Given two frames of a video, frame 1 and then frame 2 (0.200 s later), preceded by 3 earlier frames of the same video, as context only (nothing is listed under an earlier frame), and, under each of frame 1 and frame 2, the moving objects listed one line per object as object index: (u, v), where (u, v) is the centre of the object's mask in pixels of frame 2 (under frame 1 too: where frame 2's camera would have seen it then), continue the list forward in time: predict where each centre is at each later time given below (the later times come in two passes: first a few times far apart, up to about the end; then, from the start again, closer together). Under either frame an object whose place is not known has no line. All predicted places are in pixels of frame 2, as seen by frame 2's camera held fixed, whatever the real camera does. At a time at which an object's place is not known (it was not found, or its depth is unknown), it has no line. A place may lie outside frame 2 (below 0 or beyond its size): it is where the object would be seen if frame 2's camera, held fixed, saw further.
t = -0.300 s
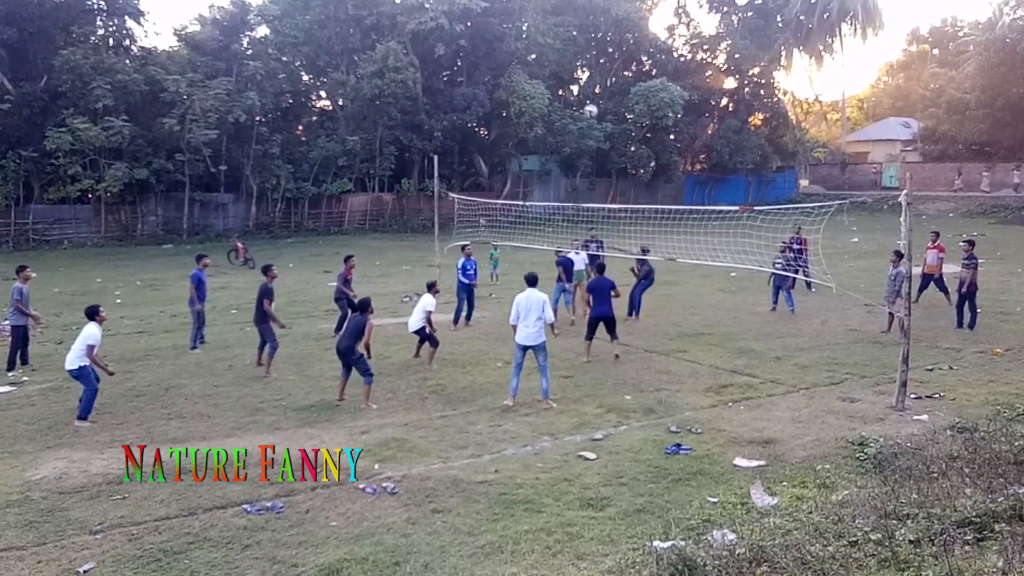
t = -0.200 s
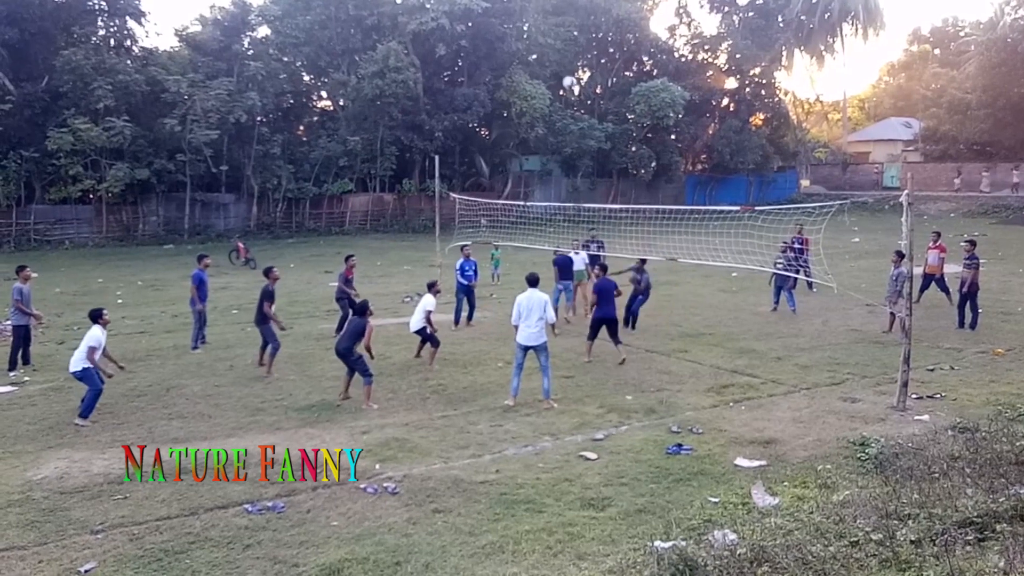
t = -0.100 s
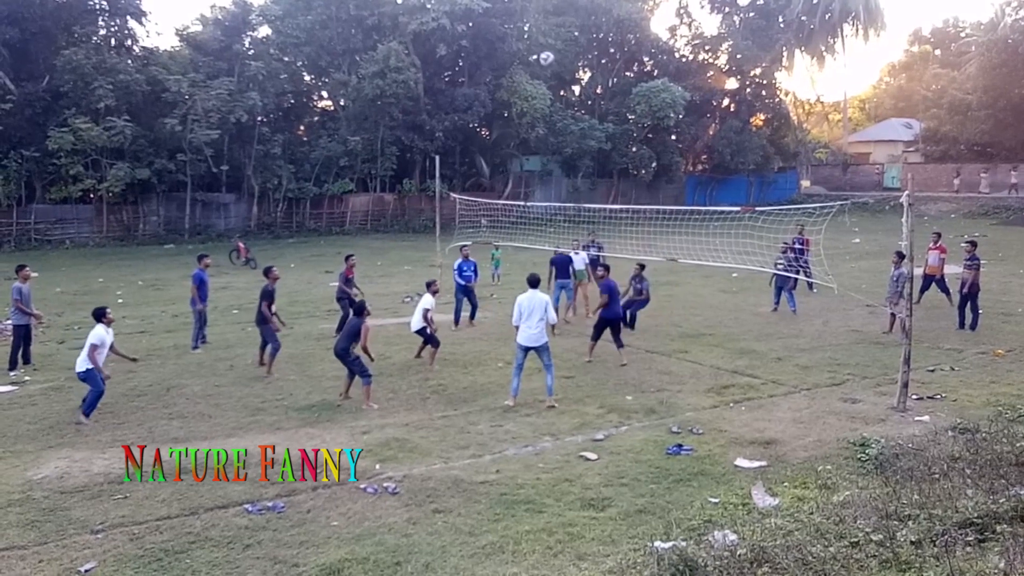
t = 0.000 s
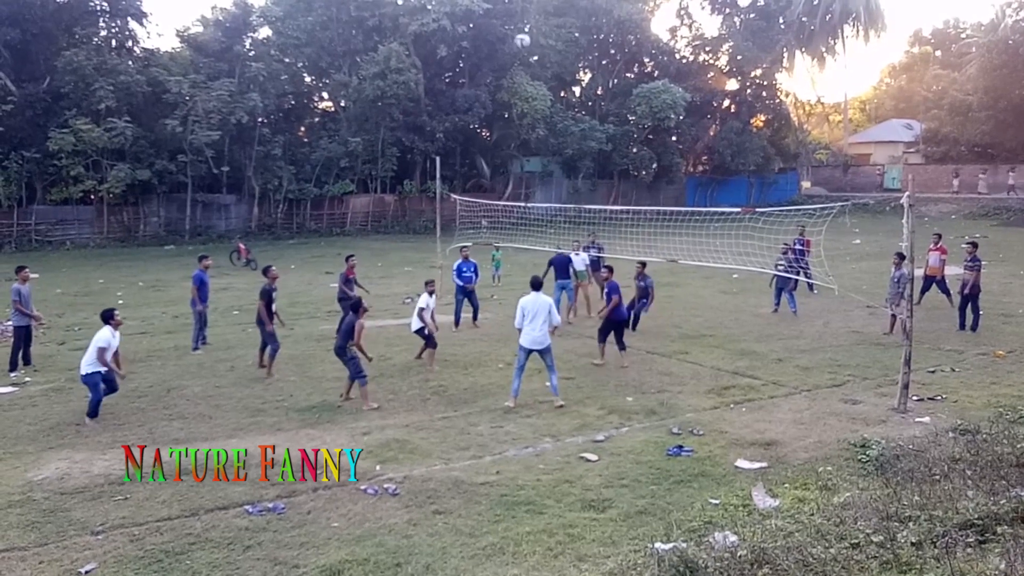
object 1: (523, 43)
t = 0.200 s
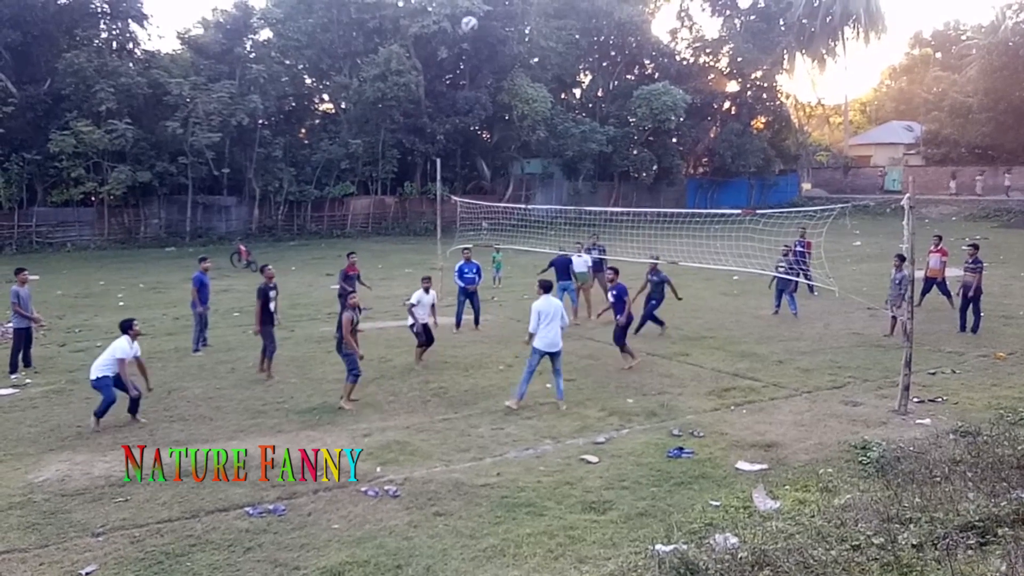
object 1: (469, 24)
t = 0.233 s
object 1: (460, 23)
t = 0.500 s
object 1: (376, 51)
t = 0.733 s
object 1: (295, 133)
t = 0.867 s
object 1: (245, 207)
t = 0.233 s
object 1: (460, 23)
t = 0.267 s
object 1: (450, 23)
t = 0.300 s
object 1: (440, 24)
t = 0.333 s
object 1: (430, 27)
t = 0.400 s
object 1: (409, 33)
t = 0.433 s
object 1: (398, 38)
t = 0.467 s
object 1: (387, 45)
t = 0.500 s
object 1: (376, 51)
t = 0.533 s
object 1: (365, 59)
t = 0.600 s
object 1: (343, 79)
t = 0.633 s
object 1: (331, 90)
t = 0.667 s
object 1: (319, 103)
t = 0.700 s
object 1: (307, 118)
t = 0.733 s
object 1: (295, 133)
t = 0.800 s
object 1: (270, 168)
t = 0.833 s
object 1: (258, 187)
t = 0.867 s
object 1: (245, 207)
